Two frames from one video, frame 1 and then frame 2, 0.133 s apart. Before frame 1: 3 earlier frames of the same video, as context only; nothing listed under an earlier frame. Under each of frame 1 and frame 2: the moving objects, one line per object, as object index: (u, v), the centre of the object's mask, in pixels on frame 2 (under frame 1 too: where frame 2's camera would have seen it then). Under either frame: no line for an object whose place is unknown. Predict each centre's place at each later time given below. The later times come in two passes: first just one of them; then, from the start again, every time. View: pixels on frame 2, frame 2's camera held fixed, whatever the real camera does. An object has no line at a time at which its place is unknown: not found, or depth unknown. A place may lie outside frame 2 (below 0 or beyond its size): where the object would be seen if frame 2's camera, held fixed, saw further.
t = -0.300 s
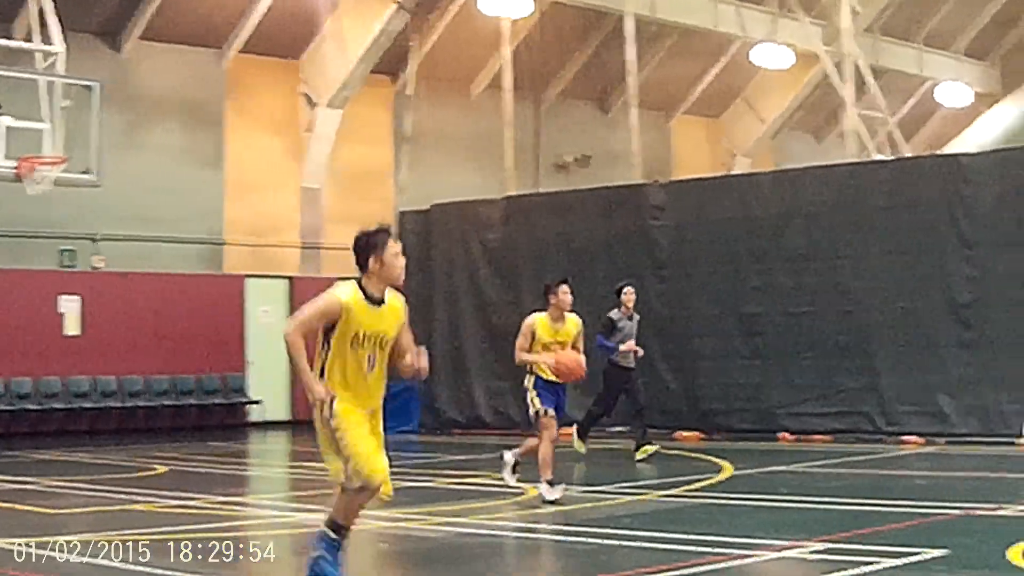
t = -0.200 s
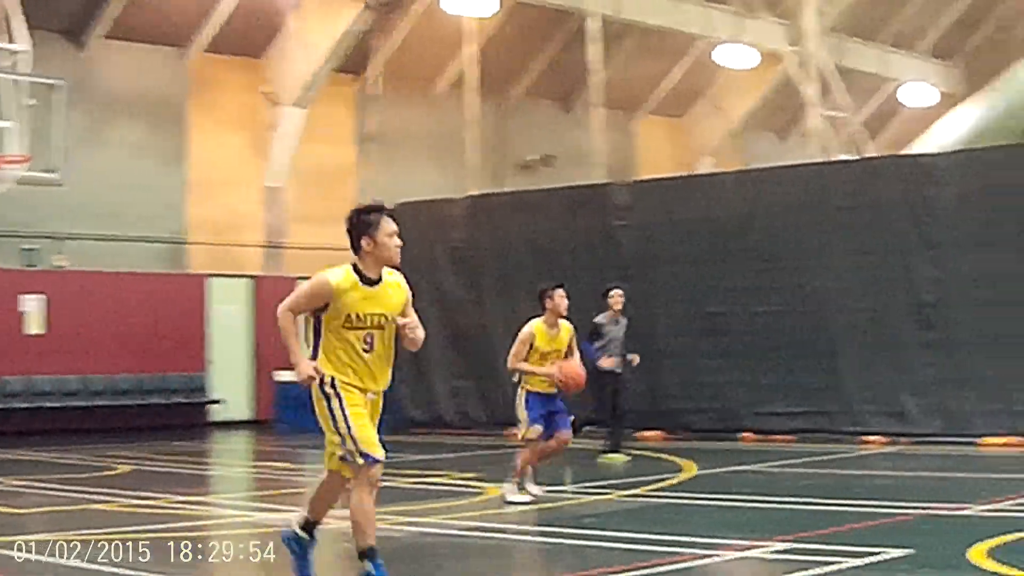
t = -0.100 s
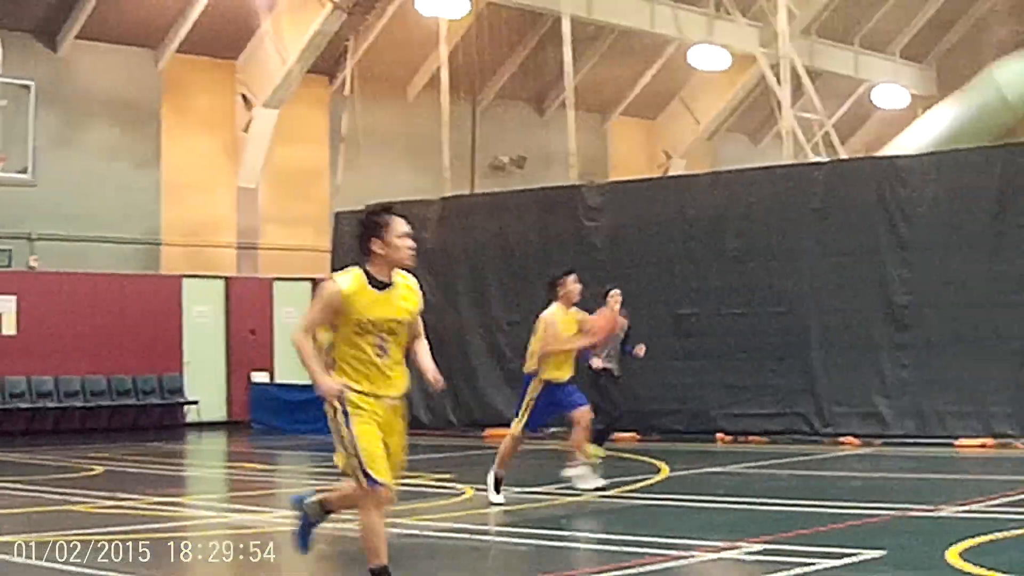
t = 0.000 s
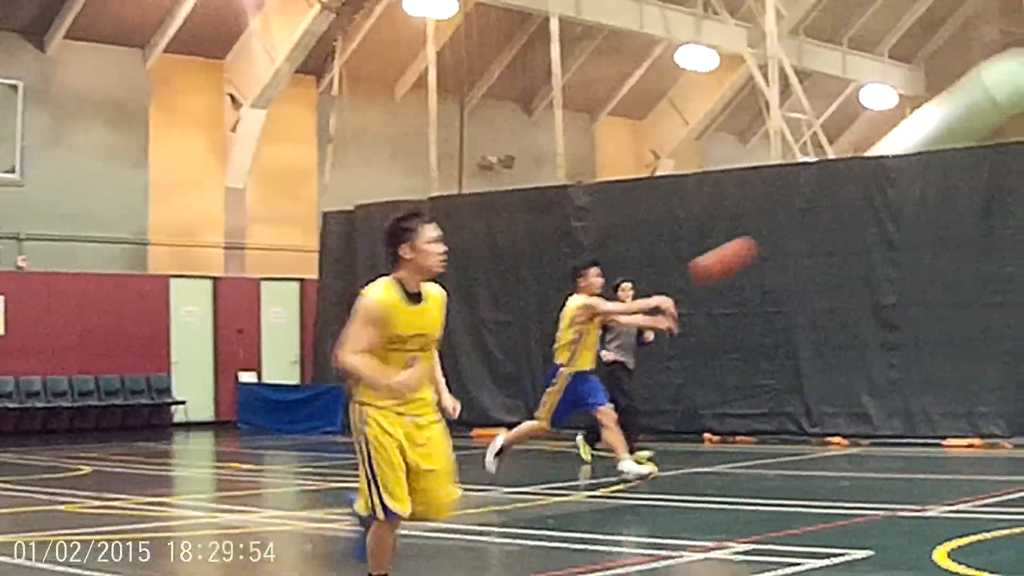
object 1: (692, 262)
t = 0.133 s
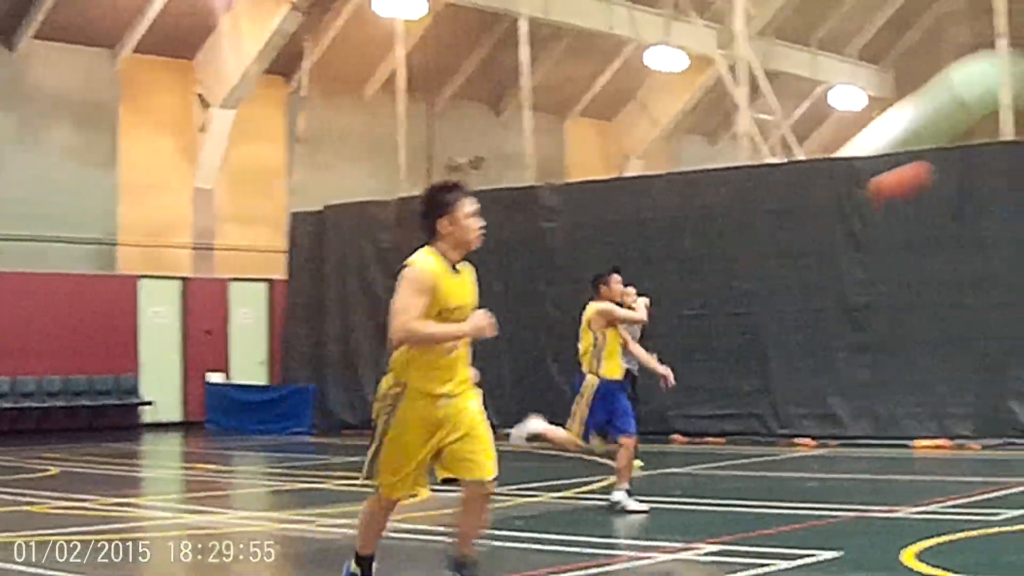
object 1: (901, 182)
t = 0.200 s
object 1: (1004, 150)
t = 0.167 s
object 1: (952, 167)
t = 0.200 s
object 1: (1004, 150)
